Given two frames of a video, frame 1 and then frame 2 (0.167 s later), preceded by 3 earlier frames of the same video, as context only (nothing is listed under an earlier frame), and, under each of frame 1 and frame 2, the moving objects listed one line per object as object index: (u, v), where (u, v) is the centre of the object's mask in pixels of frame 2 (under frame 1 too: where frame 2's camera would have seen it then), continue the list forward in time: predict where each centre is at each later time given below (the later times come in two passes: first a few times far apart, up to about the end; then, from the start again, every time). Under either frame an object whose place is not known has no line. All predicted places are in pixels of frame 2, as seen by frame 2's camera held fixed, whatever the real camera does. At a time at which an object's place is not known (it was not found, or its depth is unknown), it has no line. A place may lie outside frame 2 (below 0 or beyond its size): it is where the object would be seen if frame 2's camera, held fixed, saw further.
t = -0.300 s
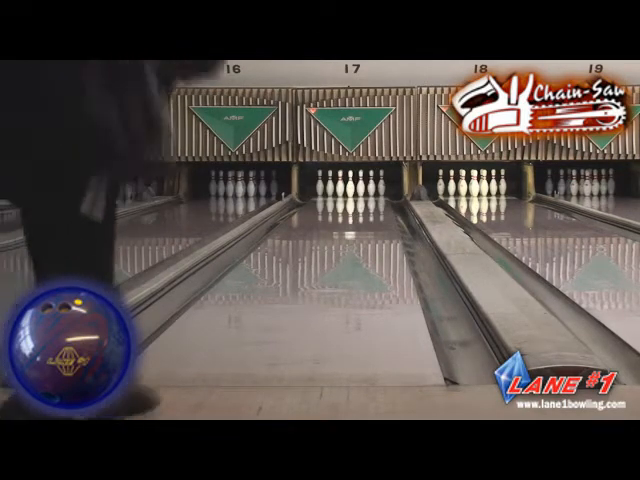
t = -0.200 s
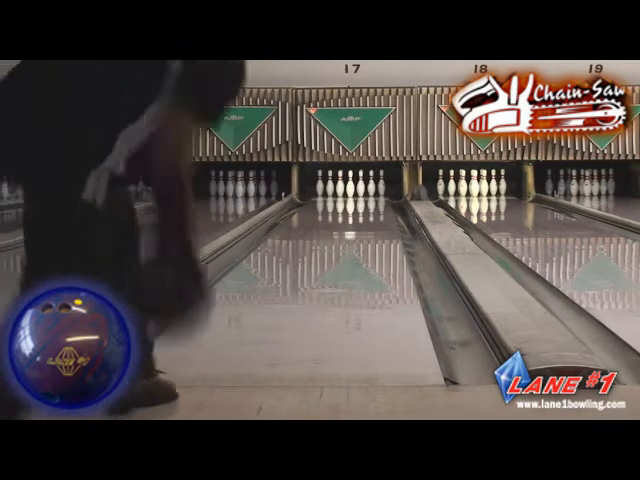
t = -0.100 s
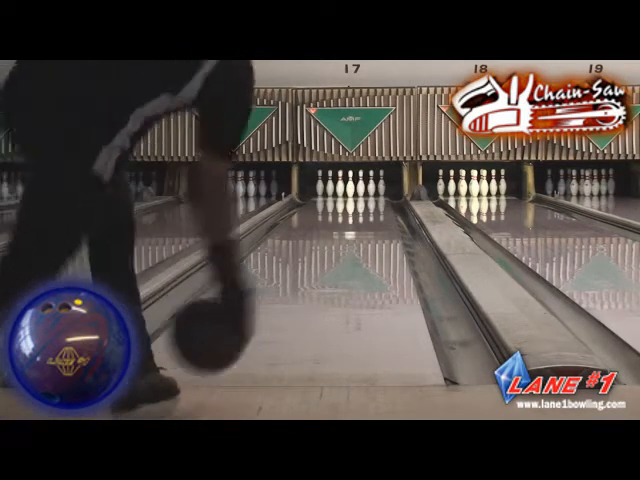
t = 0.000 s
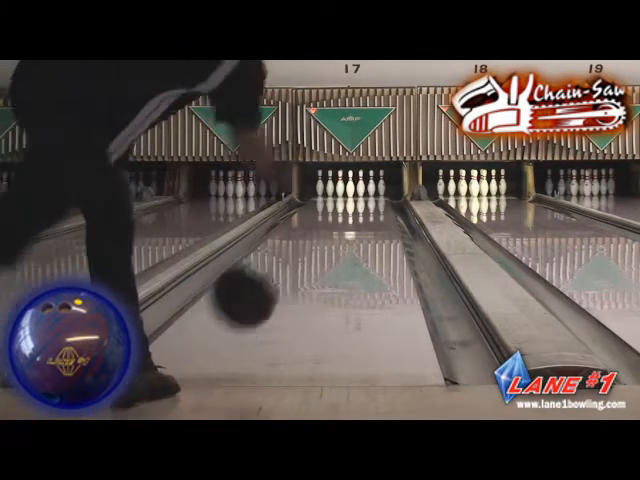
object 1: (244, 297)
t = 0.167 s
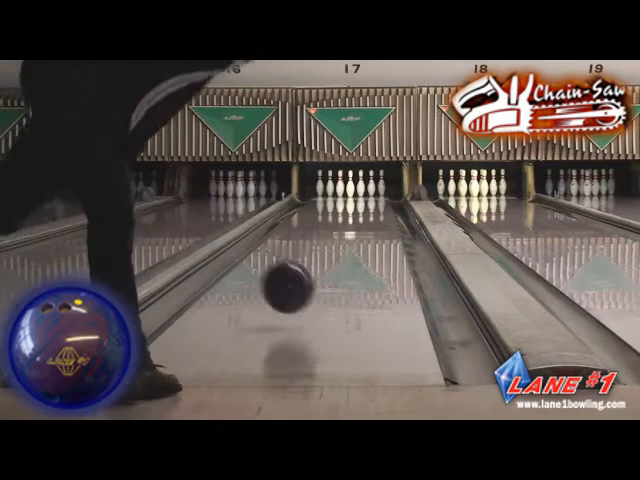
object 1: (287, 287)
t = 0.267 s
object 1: (306, 283)
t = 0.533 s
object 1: (339, 256)
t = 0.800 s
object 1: (359, 237)
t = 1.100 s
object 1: (373, 221)
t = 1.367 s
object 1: (378, 212)
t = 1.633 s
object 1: (379, 205)
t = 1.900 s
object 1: (375, 199)
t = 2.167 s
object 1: (367, 195)
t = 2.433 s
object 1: (359, 192)
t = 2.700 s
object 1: (351, 190)
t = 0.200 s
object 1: (294, 292)
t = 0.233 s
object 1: (301, 288)
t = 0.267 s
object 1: (306, 283)
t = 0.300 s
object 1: (311, 280)
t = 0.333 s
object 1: (313, 279)
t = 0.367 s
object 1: (318, 273)
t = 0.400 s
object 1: (324, 268)
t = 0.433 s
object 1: (328, 265)
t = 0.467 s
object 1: (332, 262)
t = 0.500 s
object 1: (336, 258)
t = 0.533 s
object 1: (339, 256)
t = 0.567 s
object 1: (342, 252)
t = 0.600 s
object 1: (345, 250)
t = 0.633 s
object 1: (348, 248)
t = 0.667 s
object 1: (351, 245)
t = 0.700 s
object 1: (353, 243)
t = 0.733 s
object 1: (355, 241)
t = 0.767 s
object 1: (357, 239)
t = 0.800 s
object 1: (359, 237)
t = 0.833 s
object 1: (361, 235)
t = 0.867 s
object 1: (363, 232)
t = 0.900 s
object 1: (365, 230)
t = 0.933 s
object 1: (366, 229)
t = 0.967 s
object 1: (368, 228)
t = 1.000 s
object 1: (369, 226)
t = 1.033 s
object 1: (371, 225)
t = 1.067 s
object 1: (372, 223)
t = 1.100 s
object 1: (373, 221)
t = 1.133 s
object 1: (374, 220)
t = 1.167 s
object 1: (374, 219)
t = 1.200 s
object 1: (375, 217)
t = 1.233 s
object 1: (376, 216)
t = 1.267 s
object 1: (376, 215)
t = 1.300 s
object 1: (378, 214)
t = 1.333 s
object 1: (378, 213)
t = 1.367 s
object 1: (378, 212)
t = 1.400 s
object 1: (379, 211)
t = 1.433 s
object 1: (379, 210)
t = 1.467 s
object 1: (379, 209)
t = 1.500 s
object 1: (379, 208)
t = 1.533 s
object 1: (380, 207)
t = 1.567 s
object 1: (380, 207)
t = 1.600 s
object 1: (380, 206)
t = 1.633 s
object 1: (379, 205)
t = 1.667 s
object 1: (379, 204)
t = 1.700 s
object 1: (379, 204)
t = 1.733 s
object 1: (379, 203)
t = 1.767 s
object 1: (379, 202)
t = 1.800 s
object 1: (379, 202)
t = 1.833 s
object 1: (377, 201)
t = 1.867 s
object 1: (376, 200)
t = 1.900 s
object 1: (375, 199)
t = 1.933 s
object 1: (375, 199)
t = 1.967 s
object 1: (374, 199)
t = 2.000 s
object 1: (373, 198)
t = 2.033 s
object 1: (371, 197)
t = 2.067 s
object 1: (371, 197)
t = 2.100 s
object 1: (369, 196)
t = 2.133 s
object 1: (368, 195)
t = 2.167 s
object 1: (367, 195)
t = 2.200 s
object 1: (365, 194)
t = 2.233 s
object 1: (364, 194)
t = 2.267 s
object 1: (363, 193)
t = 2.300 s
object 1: (361, 193)
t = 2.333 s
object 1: (361, 193)
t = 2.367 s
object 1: (360, 192)
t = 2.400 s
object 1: (360, 192)
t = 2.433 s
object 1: (359, 192)
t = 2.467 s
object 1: (358, 191)
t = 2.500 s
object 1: (356, 191)
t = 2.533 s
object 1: (354, 190)
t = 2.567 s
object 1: (353, 190)
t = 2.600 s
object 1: (353, 190)
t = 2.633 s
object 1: (354, 189)
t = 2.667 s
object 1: (352, 190)
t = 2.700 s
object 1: (351, 190)
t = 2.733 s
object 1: (351, 189)
